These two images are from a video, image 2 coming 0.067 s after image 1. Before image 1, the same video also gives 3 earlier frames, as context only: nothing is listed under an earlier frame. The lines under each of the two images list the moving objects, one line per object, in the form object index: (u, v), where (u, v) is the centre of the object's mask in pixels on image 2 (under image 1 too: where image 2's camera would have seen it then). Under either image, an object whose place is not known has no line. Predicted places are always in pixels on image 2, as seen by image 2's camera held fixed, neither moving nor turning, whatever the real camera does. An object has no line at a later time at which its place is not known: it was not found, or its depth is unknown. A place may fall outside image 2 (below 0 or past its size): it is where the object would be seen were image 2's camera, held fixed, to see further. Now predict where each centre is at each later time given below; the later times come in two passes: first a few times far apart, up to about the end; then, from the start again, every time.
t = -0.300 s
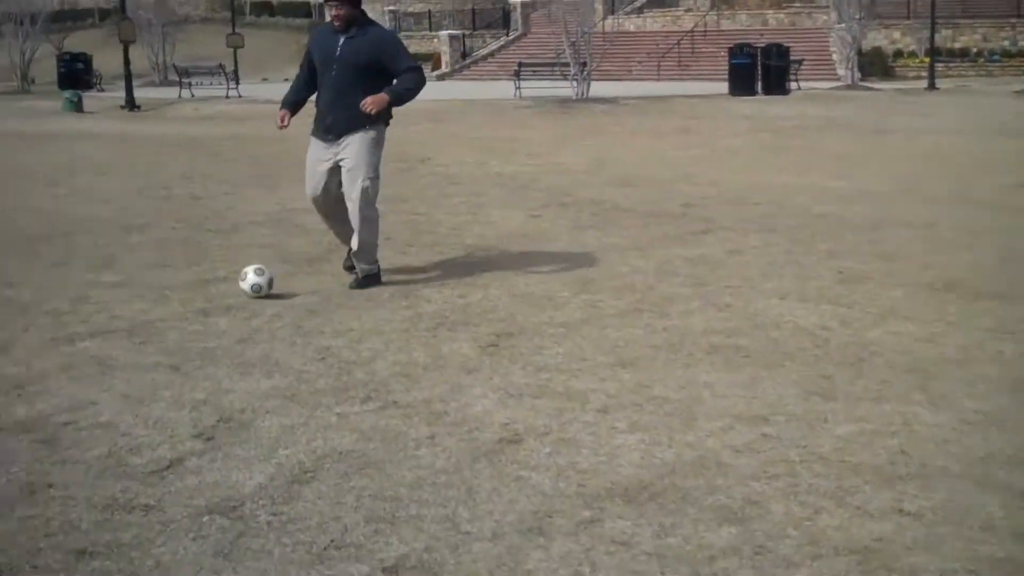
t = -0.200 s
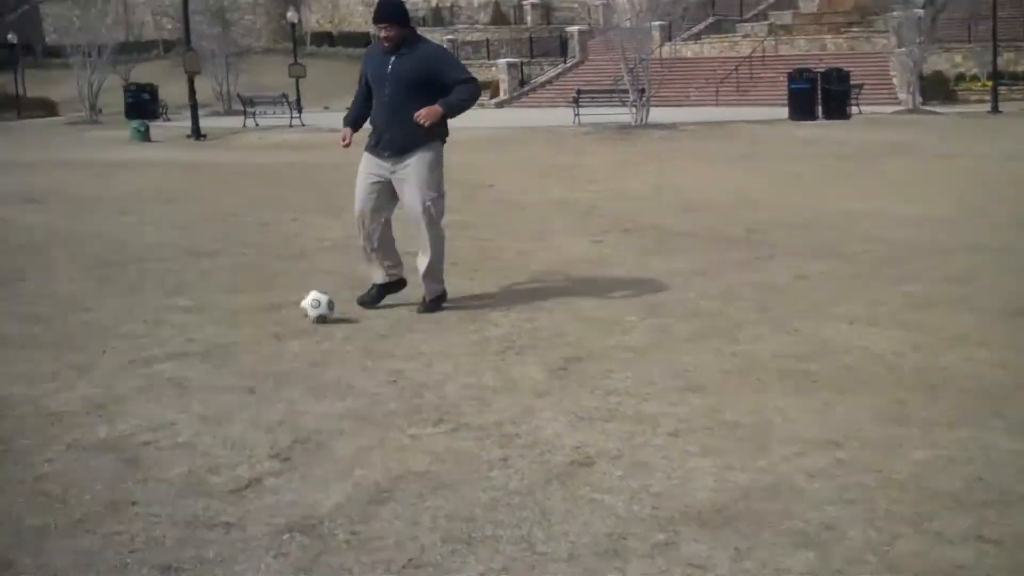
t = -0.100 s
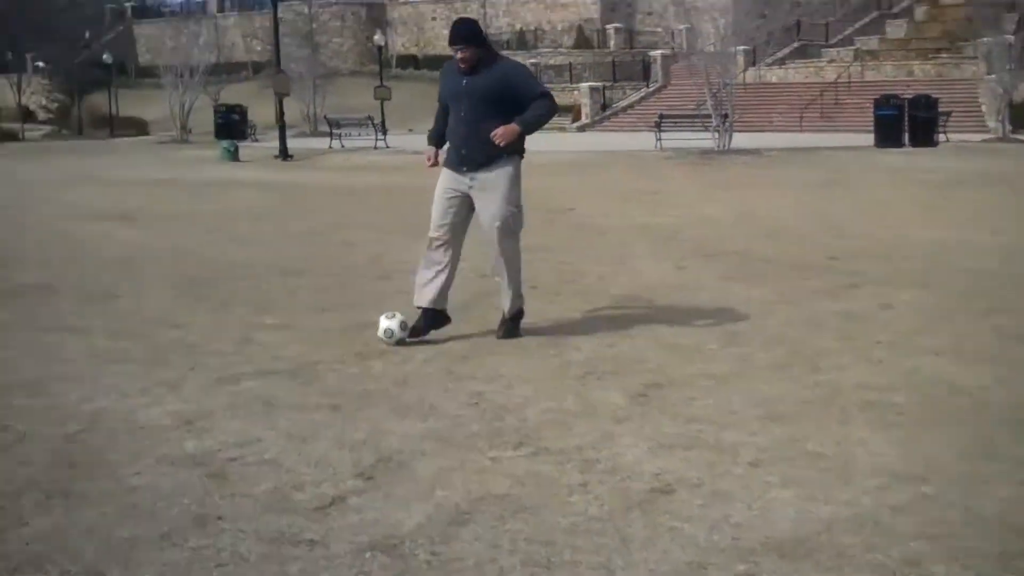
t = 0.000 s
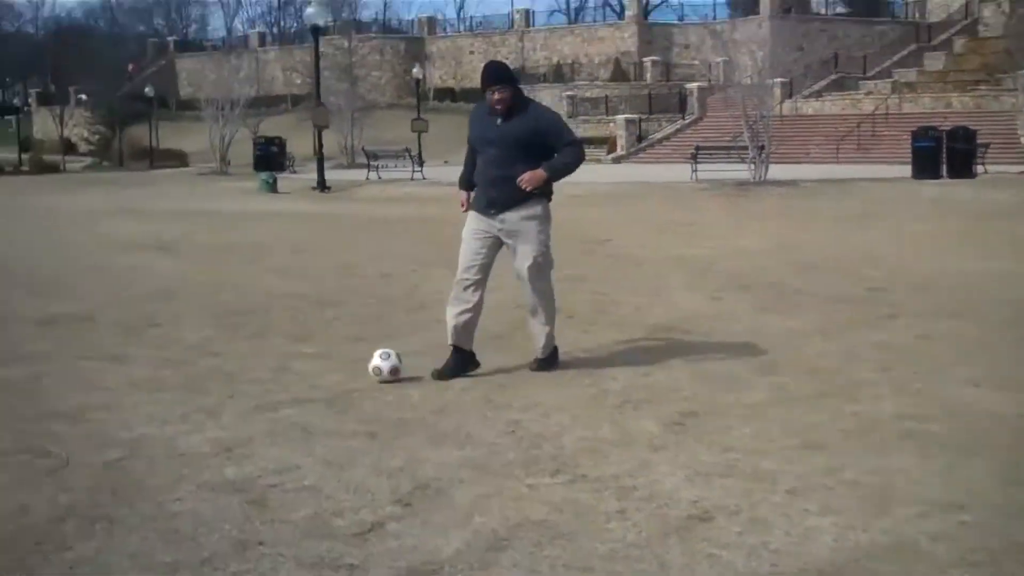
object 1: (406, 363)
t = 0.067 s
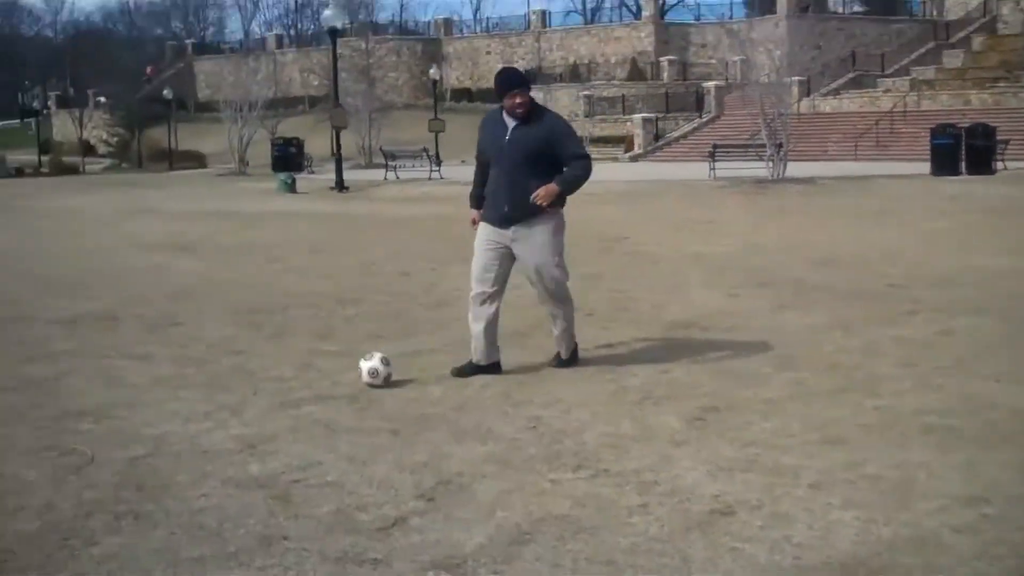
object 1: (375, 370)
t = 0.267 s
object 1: (295, 382)
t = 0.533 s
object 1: (205, 401)
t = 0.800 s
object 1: (110, 418)
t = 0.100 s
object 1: (361, 371)
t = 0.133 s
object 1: (347, 374)
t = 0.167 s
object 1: (332, 377)
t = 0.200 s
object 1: (319, 379)
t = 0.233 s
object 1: (307, 380)
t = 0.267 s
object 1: (295, 382)
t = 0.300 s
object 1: (281, 386)
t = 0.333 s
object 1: (271, 387)
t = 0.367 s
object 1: (260, 388)
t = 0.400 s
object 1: (250, 390)
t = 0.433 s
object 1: (239, 394)
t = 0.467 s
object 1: (229, 395)
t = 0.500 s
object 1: (217, 396)
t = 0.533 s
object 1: (205, 401)
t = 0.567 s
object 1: (194, 405)
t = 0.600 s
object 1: (183, 407)
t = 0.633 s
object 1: (171, 409)
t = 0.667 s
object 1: (159, 410)
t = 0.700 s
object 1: (147, 411)
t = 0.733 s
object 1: (135, 416)
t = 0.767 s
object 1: (122, 417)
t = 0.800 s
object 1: (110, 418)
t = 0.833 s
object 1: (97, 419)
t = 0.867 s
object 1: (85, 422)
